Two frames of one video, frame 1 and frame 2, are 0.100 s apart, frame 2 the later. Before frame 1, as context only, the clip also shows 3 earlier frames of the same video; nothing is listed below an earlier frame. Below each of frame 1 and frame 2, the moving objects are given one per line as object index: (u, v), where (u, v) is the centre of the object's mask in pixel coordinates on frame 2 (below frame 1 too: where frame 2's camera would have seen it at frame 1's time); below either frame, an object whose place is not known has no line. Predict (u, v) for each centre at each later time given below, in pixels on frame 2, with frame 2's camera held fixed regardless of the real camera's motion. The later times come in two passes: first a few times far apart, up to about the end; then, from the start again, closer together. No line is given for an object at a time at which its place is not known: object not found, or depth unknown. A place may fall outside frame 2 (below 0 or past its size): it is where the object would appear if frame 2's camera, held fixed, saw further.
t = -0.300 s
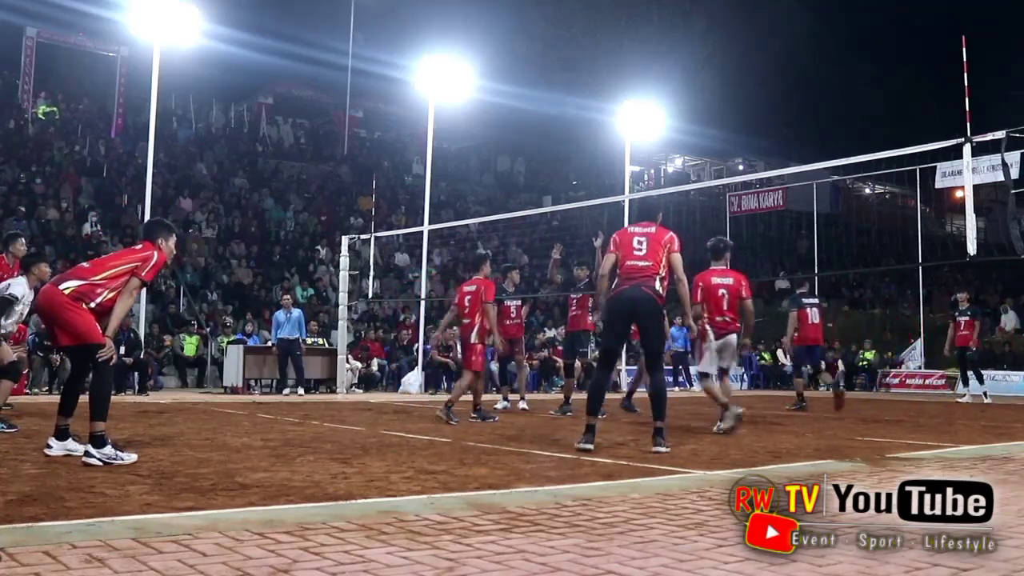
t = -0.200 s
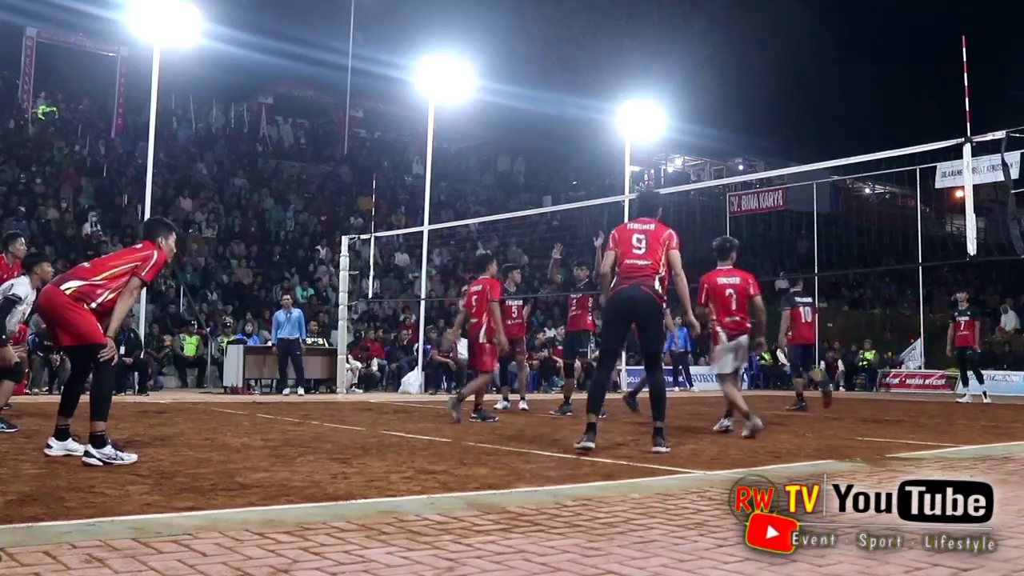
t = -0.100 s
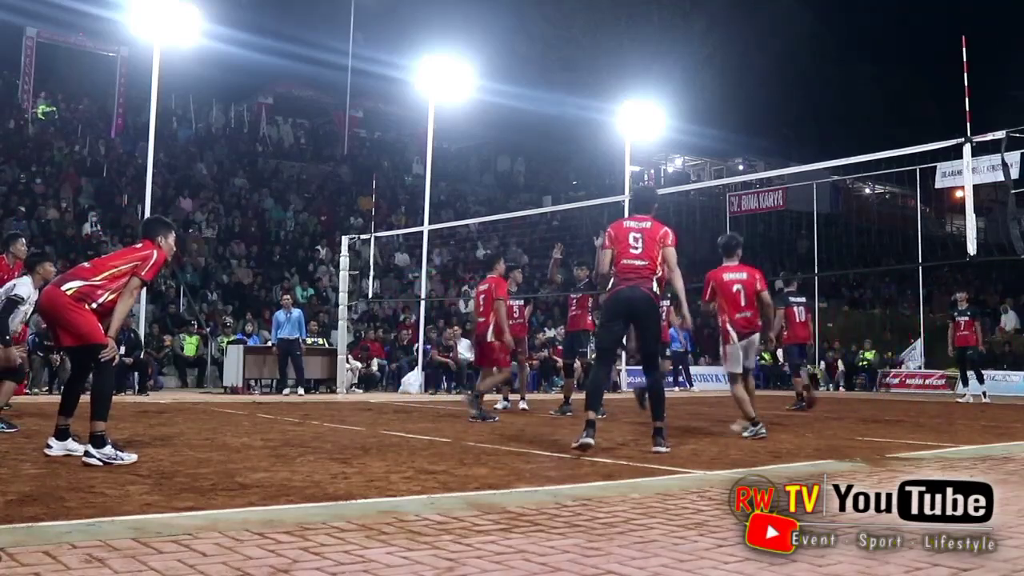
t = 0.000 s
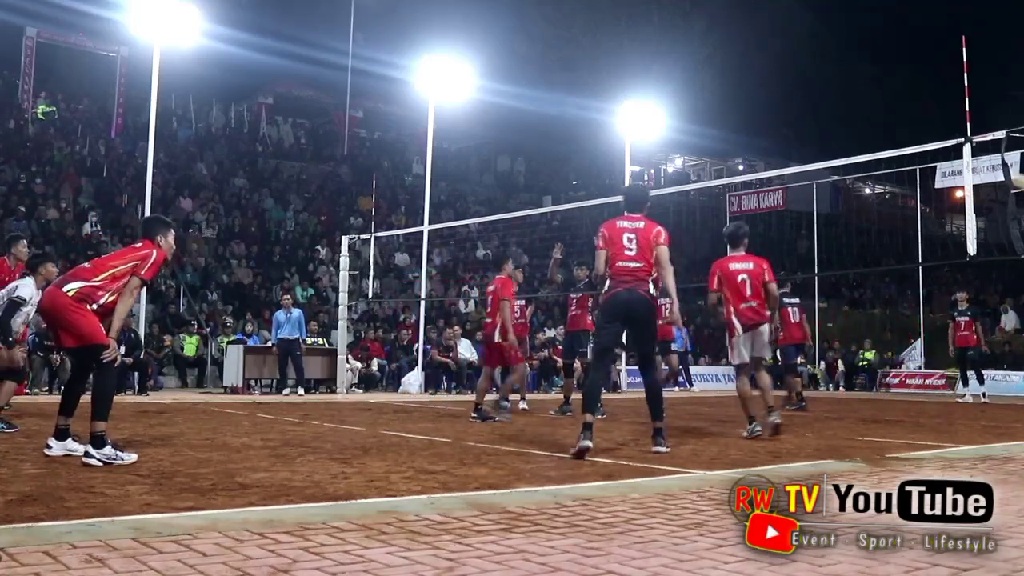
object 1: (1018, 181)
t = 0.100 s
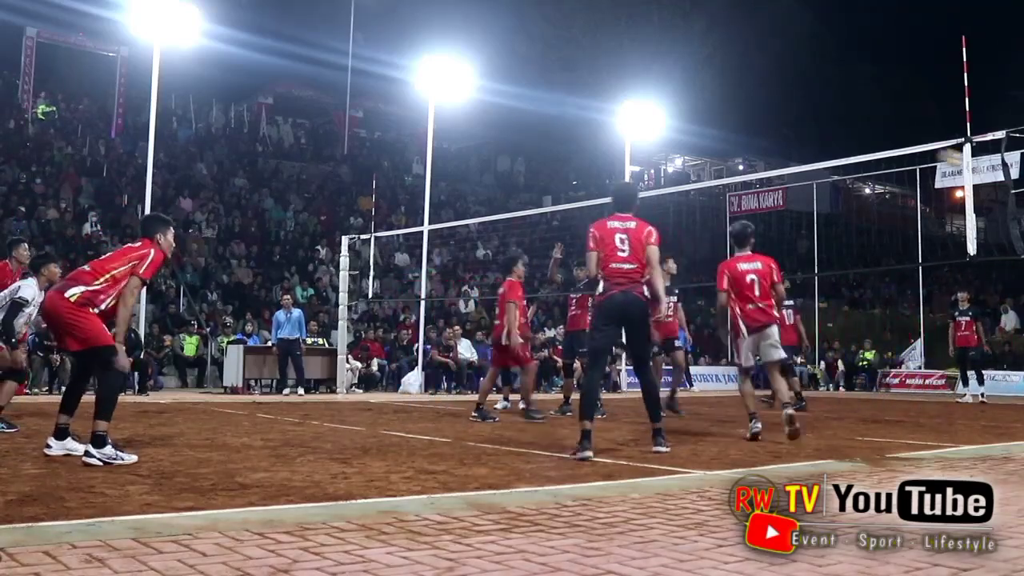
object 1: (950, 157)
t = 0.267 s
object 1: (824, 132)
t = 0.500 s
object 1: (592, 148)
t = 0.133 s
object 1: (934, 155)
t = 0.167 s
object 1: (901, 142)
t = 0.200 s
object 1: (878, 140)
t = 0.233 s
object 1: (852, 136)
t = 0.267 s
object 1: (824, 132)
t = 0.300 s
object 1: (796, 130)
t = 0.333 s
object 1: (765, 130)
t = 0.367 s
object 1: (735, 131)
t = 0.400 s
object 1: (702, 132)
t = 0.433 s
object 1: (677, 134)
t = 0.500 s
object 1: (592, 148)
